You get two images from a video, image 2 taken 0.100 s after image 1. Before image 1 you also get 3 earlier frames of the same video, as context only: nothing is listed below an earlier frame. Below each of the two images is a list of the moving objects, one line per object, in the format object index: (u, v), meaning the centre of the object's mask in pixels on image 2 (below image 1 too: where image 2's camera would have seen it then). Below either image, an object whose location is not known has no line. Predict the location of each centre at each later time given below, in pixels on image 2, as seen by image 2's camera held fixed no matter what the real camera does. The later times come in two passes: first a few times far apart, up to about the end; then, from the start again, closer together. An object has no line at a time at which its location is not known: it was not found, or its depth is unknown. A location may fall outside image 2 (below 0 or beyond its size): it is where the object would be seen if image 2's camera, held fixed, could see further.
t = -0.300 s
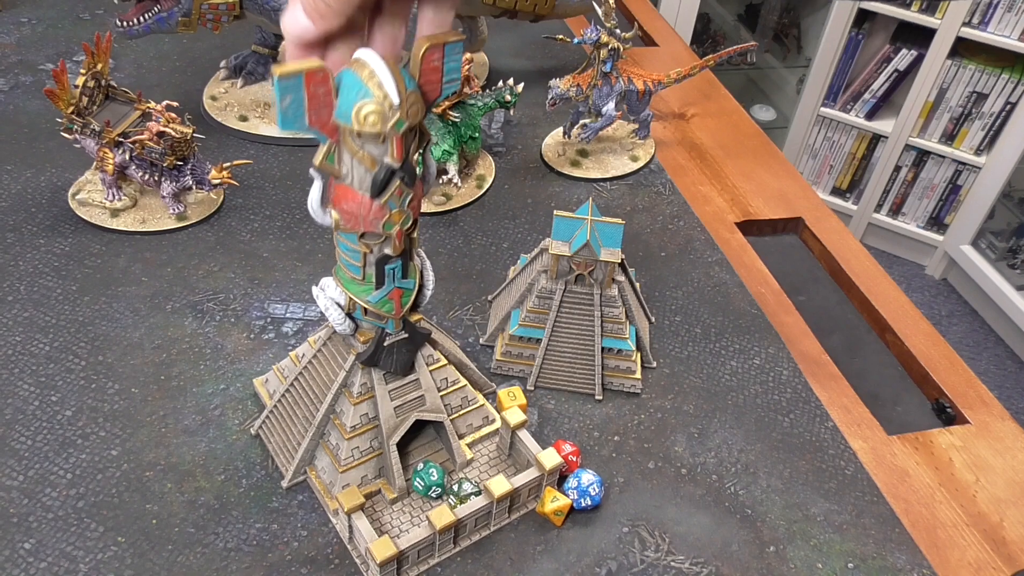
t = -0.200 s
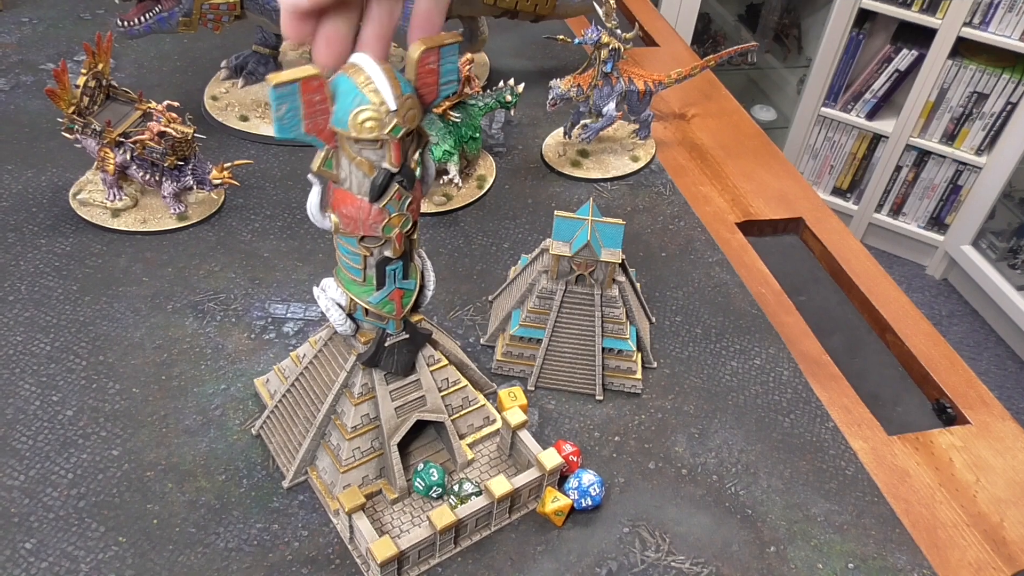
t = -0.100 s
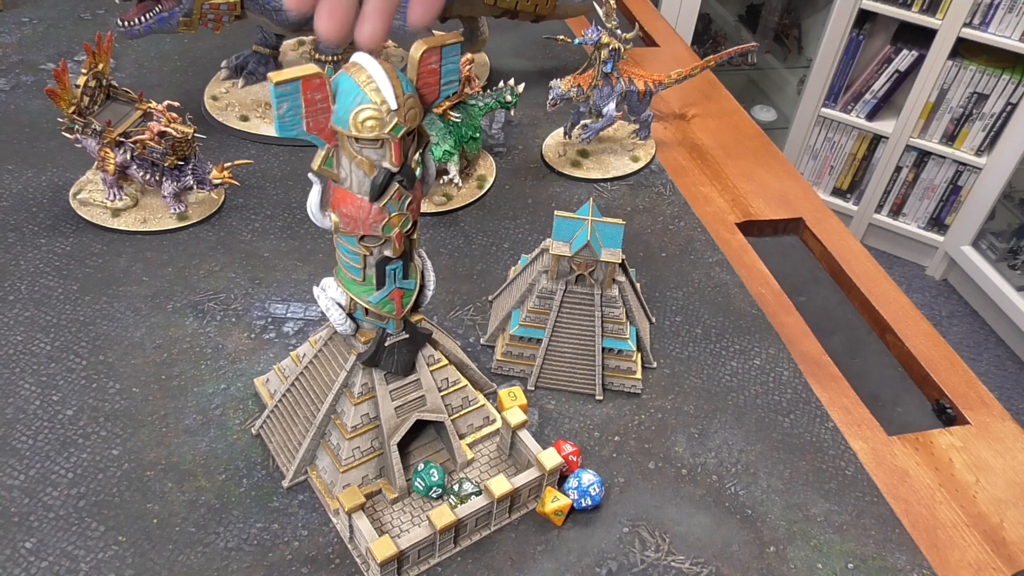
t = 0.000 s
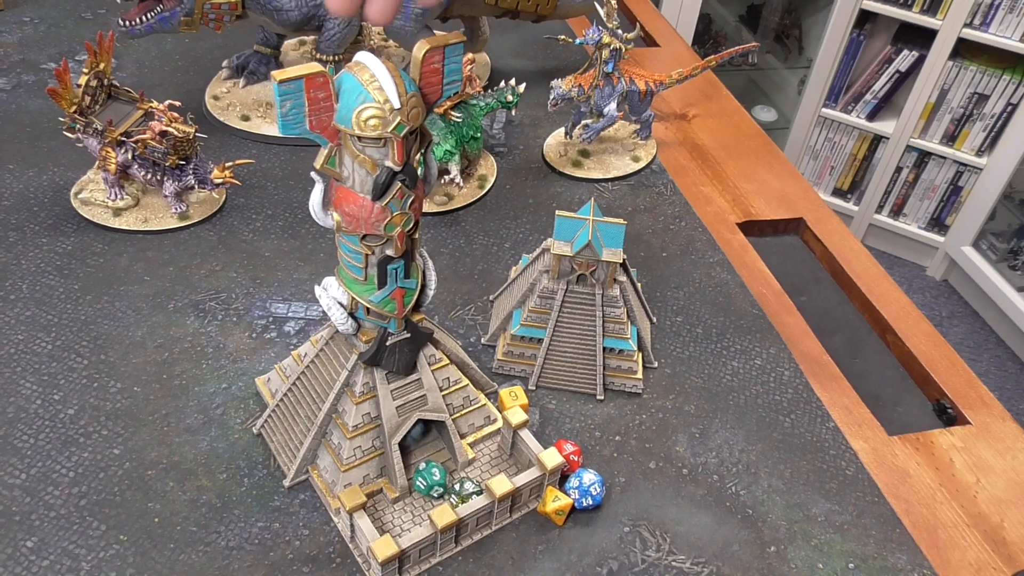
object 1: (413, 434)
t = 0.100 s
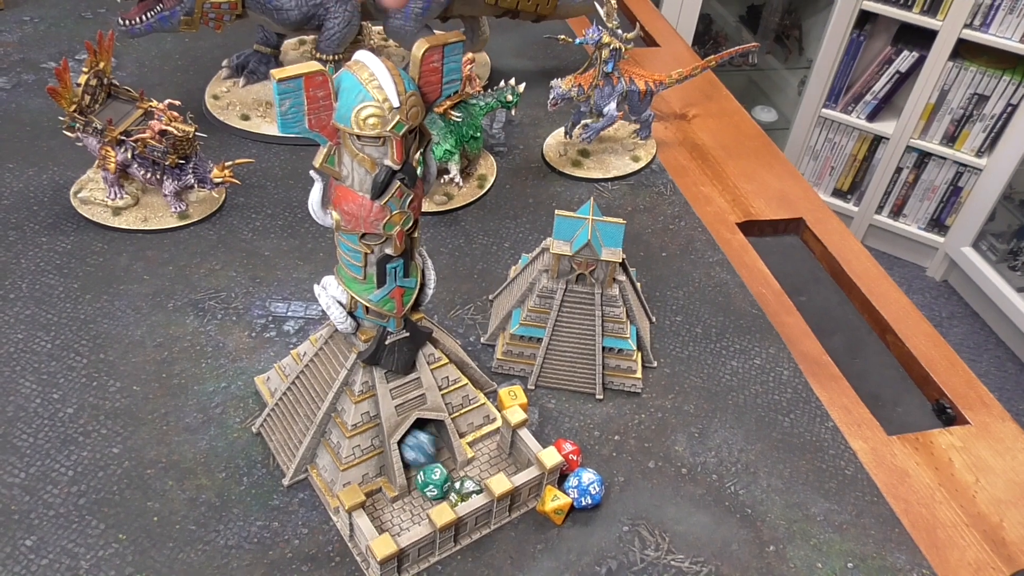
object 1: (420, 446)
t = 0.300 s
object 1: (431, 446)
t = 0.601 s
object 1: (431, 446)
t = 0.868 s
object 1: (431, 446)
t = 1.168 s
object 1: (431, 446)
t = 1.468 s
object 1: (431, 446)
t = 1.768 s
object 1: (431, 446)
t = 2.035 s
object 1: (431, 446)
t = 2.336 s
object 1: (431, 446)
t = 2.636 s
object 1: (431, 446)
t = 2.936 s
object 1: (432, 446)
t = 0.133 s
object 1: (424, 447)
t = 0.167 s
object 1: (427, 447)
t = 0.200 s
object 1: (429, 446)
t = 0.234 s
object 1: (429, 446)
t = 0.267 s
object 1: (430, 446)
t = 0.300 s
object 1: (431, 446)
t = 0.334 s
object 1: (431, 446)
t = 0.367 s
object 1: (431, 446)
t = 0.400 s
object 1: (431, 446)
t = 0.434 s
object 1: (431, 446)
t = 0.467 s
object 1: (431, 446)
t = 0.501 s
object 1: (431, 446)
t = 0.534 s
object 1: (431, 446)
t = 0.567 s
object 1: (431, 446)
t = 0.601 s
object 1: (431, 446)
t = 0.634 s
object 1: (431, 446)
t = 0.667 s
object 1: (431, 446)
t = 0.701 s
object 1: (431, 446)
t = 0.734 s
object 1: (431, 446)
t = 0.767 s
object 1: (431, 446)
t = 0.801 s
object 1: (431, 446)
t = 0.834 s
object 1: (431, 446)
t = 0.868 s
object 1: (431, 446)
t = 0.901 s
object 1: (431, 446)
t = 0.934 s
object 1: (431, 446)
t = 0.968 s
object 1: (431, 446)
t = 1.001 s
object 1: (431, 446)
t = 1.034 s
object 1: (431, 446)
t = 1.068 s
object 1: (431, 446)
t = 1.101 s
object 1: (431, 446)
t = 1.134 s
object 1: (431, 446)
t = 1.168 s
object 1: (431, 446)
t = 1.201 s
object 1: (431, 446)
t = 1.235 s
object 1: (431, 446)
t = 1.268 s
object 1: (431, 446)
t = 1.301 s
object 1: (431, 446)
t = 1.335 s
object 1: (431, 446)
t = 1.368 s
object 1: (431, 446)
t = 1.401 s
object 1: (431, 446)
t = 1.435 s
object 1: (431, 446)
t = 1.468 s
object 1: (431, 446)
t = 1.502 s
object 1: (431, 446)
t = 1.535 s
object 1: (431, 446)
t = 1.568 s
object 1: (431, 446)
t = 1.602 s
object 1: (431, 446)
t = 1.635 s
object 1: (431, 446)
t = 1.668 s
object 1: (431, 446)
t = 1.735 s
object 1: (431, 446)
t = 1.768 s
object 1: (431, 446)
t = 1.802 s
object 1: (431, 446)
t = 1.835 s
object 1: (431, 446)
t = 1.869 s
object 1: (431, 446)
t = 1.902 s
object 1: (431, 446)
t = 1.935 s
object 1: (431, 446)
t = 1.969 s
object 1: (431, 446)
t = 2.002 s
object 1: (431, 446)
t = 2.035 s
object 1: (431, 446)
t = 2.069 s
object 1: (431, 446)
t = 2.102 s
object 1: (431, 446)
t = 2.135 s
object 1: (431, 445)
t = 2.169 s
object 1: (431, 446)
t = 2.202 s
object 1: (431, 446)
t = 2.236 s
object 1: (431, 446)
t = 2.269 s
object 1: (431, 446)
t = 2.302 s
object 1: (431, 446)
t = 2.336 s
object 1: (431, 446)
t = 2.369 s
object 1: (431, 446)
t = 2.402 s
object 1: (431, 446)
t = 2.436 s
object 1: (431, 446)
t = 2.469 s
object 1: (431, 446)
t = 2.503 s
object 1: (431, 446)
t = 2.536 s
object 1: (431, 446)
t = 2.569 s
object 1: (431, 446)
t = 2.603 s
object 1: (431, 446)
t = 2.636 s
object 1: (431, 446)
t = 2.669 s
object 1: (431, 446)
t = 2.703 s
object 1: (431, 446)
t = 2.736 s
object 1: (431, 446)
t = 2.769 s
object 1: (431, 446)
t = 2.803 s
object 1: (431, 446)
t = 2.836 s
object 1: (431, 446)
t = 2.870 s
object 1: (431, 446)
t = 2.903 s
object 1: (431, 446)
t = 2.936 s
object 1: (432, 446)
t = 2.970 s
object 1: (432, 446)
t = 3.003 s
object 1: (432, 446)
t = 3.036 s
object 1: (432, 446)
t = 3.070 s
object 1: (432, 446)
